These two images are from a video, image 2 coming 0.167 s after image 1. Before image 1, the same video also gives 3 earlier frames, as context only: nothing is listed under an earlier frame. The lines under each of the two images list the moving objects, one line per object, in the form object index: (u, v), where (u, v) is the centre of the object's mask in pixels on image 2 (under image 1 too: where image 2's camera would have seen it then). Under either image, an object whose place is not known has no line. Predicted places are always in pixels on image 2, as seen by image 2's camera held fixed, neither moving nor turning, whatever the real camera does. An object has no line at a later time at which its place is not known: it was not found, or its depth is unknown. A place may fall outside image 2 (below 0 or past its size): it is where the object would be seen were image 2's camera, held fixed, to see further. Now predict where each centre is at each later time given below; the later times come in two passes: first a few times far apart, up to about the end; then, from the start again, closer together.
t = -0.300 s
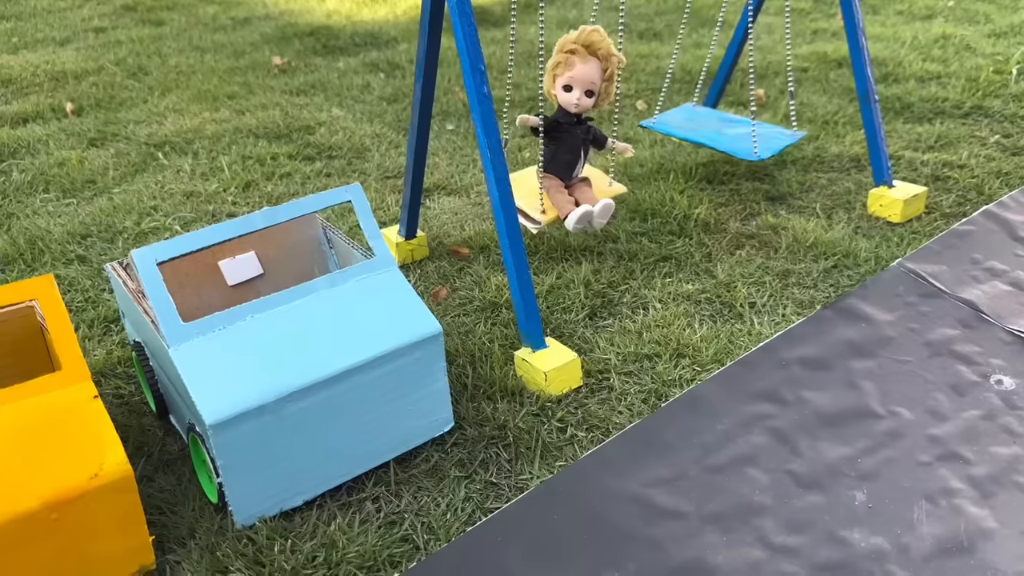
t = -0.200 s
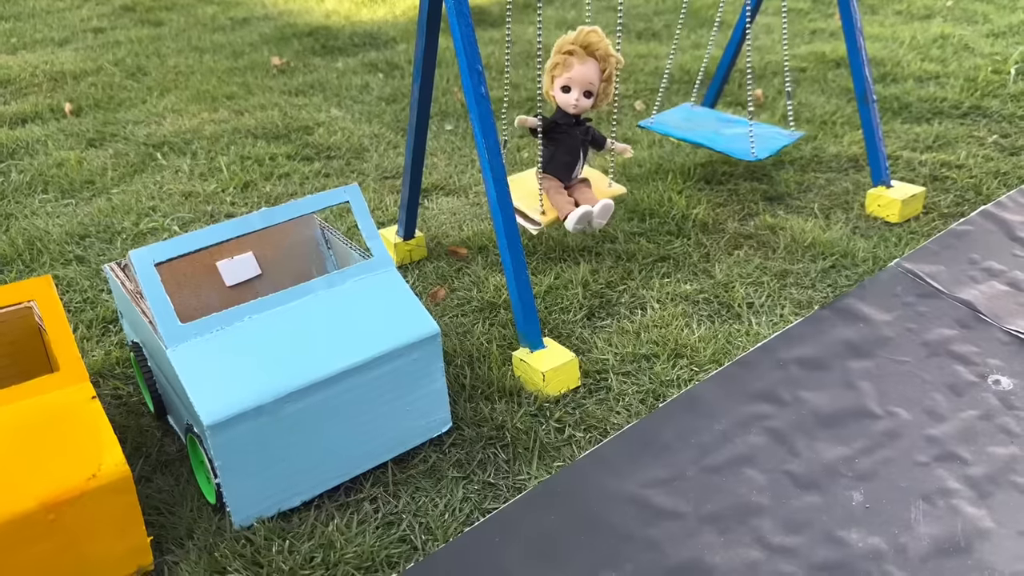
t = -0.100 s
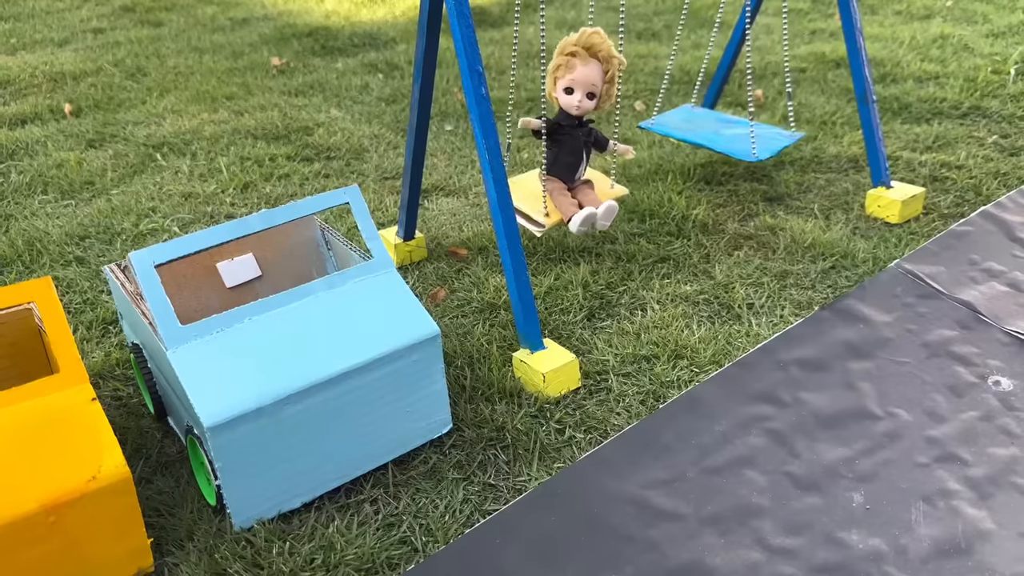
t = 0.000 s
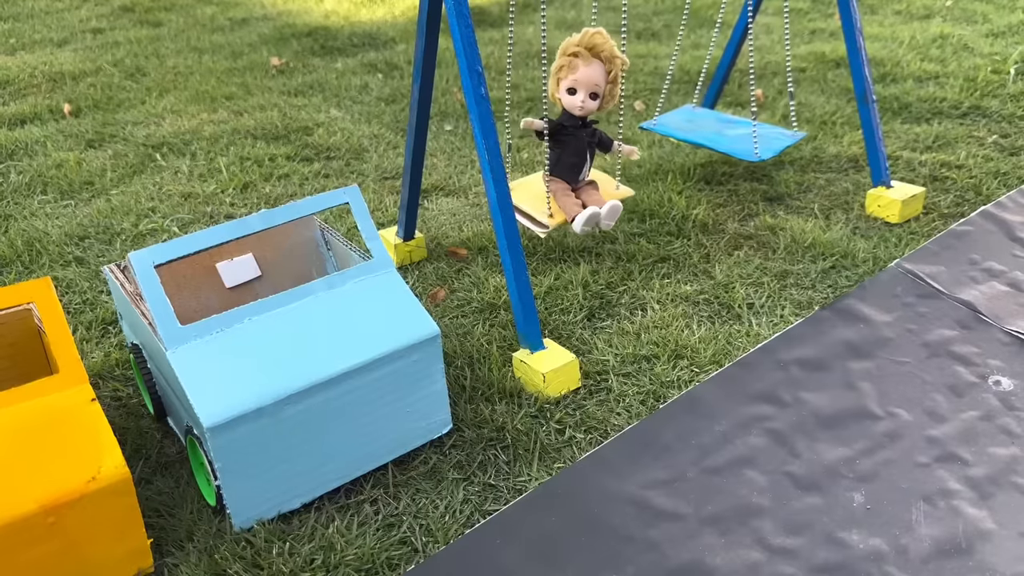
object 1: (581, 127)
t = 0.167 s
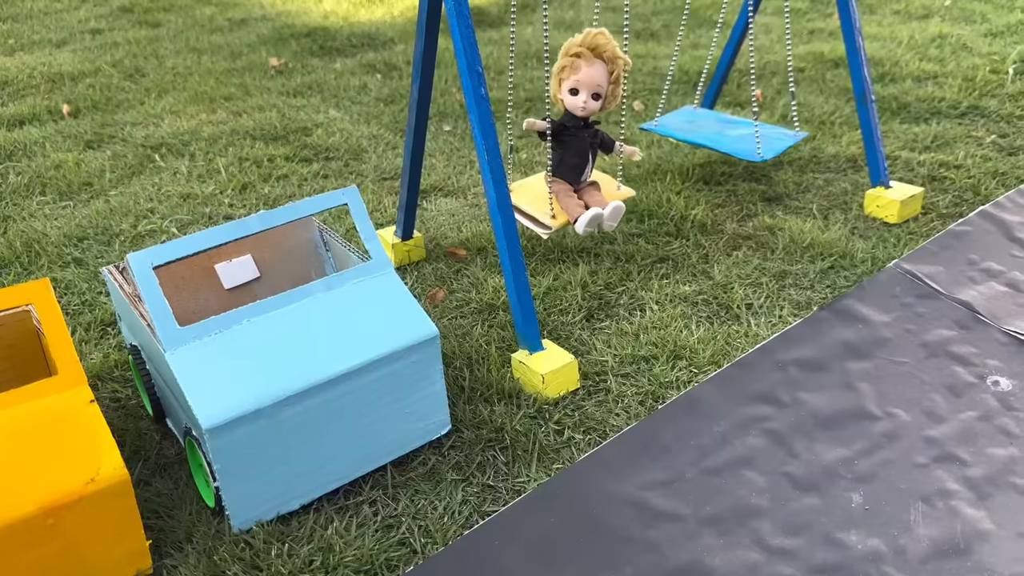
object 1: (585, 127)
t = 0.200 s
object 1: (585, 127)
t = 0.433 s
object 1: (579, 126)
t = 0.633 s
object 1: (579, 126)
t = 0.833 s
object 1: (585, 129)
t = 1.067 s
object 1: (580, 130)
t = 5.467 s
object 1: (590, 129)
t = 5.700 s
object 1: (584, 128)
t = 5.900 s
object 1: (574, 125)
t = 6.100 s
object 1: (574, 125)
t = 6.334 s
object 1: (588, 130)
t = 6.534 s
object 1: (587, 131)
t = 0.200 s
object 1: (585, 127)
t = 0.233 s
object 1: (584, 127)
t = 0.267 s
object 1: (583, 127)
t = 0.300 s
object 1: (583, 127)
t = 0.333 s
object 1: (582, 128)
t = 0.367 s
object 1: (581, 127)
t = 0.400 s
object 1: (581, 127)
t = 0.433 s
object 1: (579, 126)
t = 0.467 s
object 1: (579, 126)
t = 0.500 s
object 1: (578, 126)
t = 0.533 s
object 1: (578, 126)
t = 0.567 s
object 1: (578, 126)
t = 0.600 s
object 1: (578, 126)
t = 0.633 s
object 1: (579, 126)
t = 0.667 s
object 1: (581, 125)
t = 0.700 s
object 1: (582, 126)
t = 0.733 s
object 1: (584, 128)
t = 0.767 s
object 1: (584, 128)
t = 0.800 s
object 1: (584, 129)
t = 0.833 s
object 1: (585, 129)
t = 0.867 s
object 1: (585, 129)
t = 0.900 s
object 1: (585, 129)
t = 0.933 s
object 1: (585, 129)
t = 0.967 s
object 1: (585, 129)
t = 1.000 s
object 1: (584, 130)
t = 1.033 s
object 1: (582, 130)
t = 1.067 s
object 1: (580, 130)
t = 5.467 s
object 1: (590, 129)
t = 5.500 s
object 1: (591, 129)
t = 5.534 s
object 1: (591, 129)
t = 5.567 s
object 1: (590, 129)
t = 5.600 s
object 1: (590, 129)
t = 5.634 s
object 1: (589, 129)
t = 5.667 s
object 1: (587, 129)
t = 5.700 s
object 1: (584, 128)
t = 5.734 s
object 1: (582, 127)
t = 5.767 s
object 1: (580, 125)
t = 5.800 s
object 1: (577, 124)
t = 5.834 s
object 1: (577, 125)
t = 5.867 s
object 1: (576, 125)
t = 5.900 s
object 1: (574, 125)
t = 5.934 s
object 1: (573, 124)
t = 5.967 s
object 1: (572, 122)
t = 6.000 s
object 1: (573, 123)
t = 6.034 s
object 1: (573, 123)
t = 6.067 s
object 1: (574, 125)
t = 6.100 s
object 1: (574, 125)
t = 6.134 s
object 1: (579, 126)
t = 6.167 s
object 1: (580, 125)
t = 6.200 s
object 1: (583, 127)
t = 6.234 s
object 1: (585, 128)
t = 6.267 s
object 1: (586, 129)
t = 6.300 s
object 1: (587, 129)
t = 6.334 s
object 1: (588, 130)
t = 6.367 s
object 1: (589, 128)
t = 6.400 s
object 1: (589, 129)
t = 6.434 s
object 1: (591, 130)
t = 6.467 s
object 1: (590, 131)
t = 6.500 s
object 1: (589, 131)
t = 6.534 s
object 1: (587, 131)
